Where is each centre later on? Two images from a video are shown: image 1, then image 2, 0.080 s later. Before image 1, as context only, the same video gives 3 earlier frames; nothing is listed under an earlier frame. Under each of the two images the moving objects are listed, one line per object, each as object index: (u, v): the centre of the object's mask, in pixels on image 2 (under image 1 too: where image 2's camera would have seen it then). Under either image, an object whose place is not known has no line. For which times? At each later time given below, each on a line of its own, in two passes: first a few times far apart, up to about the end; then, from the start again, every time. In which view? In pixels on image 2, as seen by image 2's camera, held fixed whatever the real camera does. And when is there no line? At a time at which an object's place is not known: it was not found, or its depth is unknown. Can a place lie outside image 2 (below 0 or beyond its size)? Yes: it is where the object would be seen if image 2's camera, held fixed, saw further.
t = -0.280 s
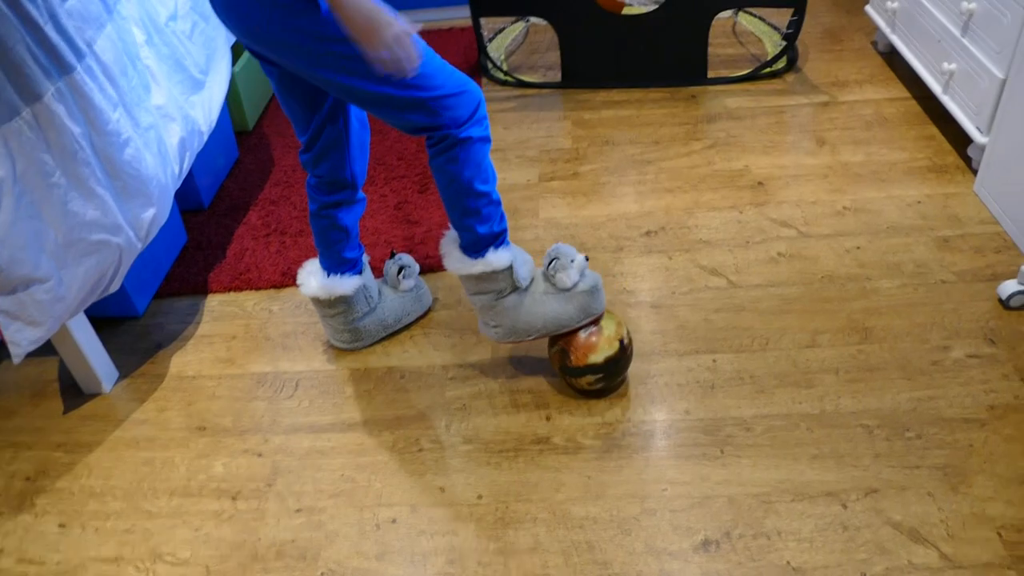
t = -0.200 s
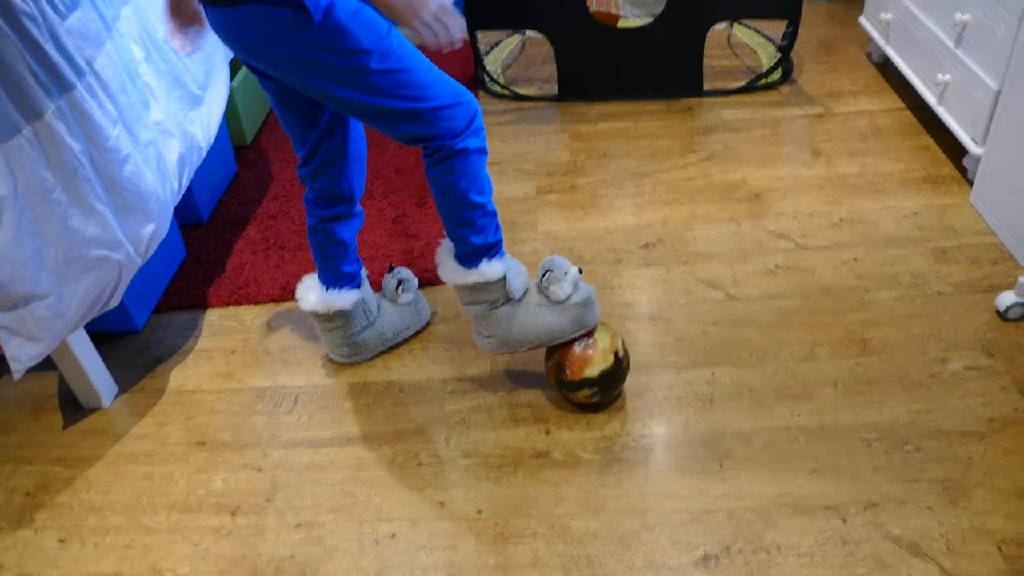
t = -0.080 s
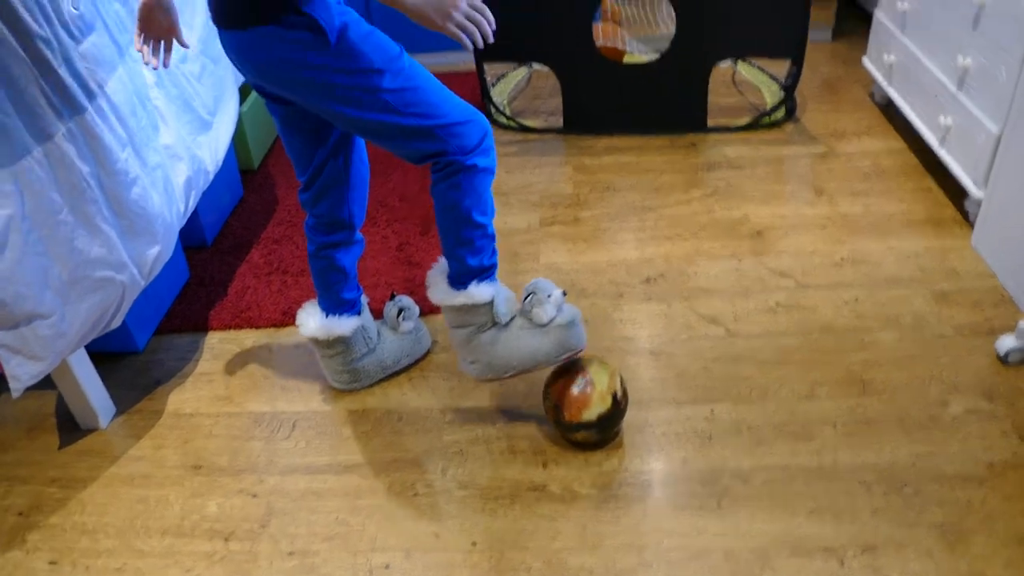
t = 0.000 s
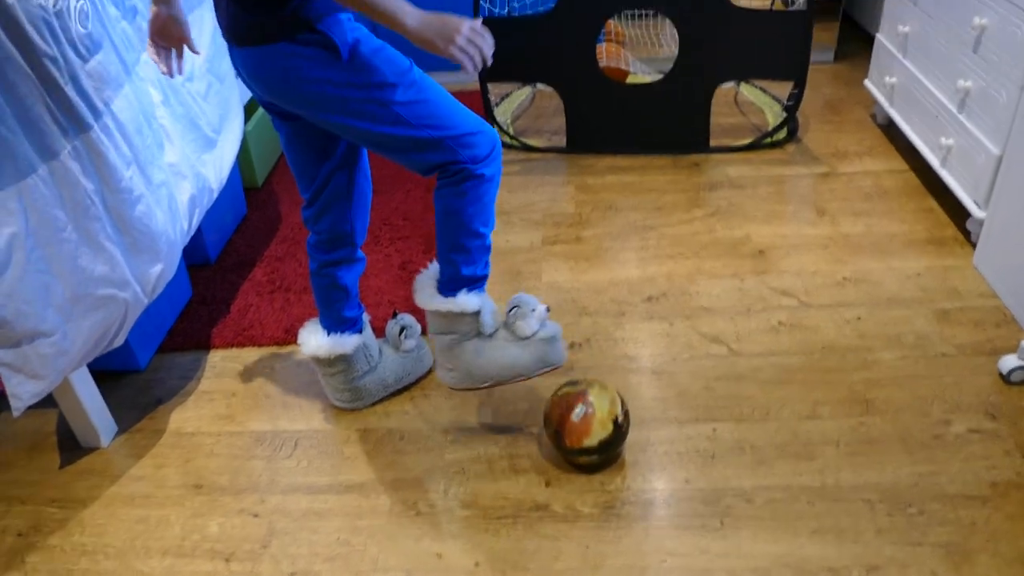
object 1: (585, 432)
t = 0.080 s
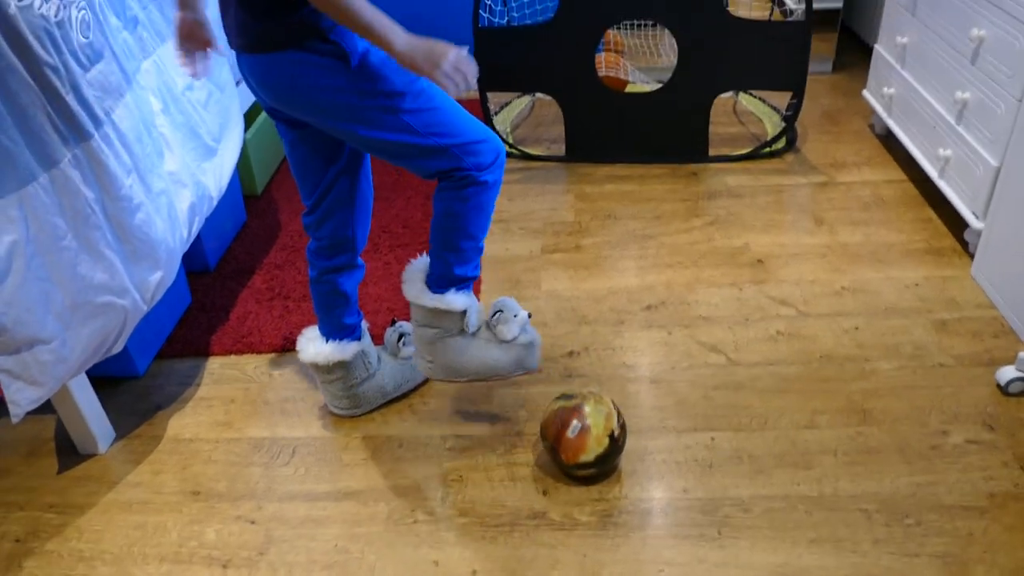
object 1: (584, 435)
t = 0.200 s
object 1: (580, 440)
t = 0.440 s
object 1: (570, 451)
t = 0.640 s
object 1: (559, 458)
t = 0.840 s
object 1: (544, 463)
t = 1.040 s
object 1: (530, 467)
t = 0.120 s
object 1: (582, 436)
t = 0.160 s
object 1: (581, 437)
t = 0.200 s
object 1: (580, 440)
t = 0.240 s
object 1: (579, 441)
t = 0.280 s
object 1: (577, 443)
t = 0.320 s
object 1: (576, 446)
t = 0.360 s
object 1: (574, 447)
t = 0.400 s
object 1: (572, 449)
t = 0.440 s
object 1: (570, 451)
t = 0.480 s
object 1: (568, 452)
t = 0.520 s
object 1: (566, 454)
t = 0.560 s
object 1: (564, 455)
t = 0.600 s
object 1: (561, 457)
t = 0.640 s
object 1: (559, 458)
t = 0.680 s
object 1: (556, 459)
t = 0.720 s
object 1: (554, 461)
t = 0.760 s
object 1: (550, 462)
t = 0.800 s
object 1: (547, 462)
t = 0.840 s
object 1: (544, 463)
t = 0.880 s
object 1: (542, 463)
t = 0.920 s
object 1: (539, 464)
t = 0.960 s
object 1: (536, 465)
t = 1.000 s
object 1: (532, 465)
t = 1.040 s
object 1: (530, 467)
